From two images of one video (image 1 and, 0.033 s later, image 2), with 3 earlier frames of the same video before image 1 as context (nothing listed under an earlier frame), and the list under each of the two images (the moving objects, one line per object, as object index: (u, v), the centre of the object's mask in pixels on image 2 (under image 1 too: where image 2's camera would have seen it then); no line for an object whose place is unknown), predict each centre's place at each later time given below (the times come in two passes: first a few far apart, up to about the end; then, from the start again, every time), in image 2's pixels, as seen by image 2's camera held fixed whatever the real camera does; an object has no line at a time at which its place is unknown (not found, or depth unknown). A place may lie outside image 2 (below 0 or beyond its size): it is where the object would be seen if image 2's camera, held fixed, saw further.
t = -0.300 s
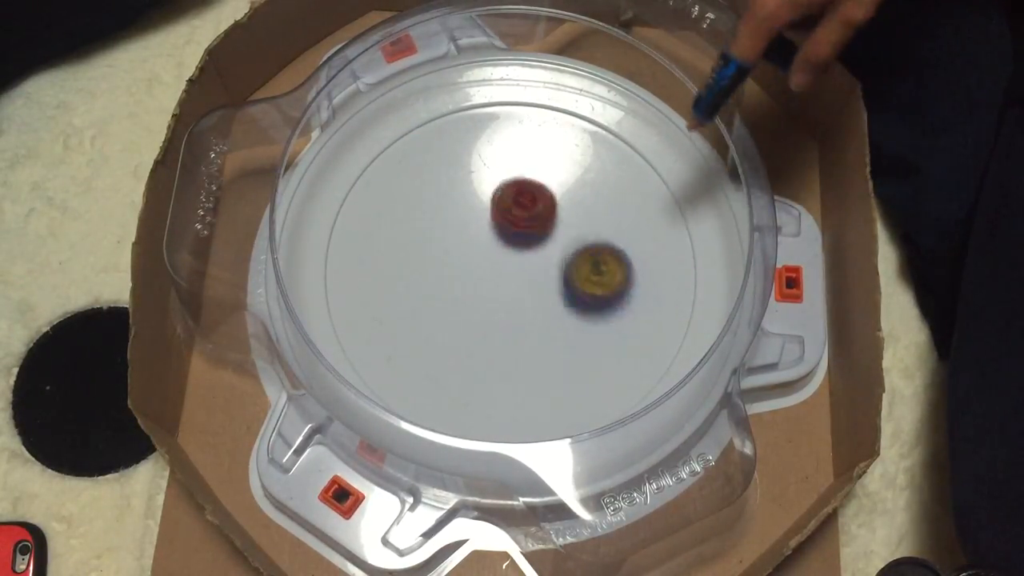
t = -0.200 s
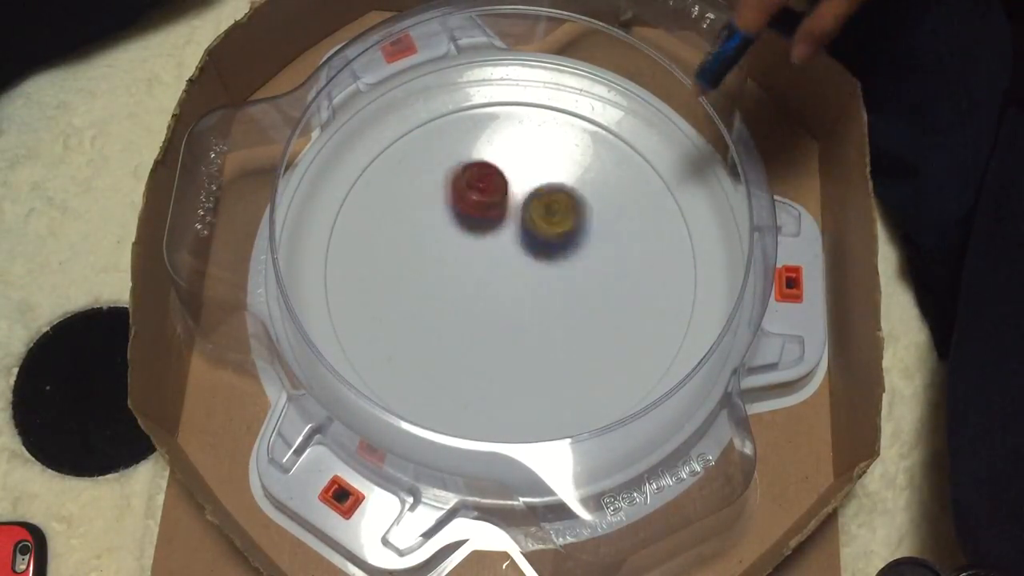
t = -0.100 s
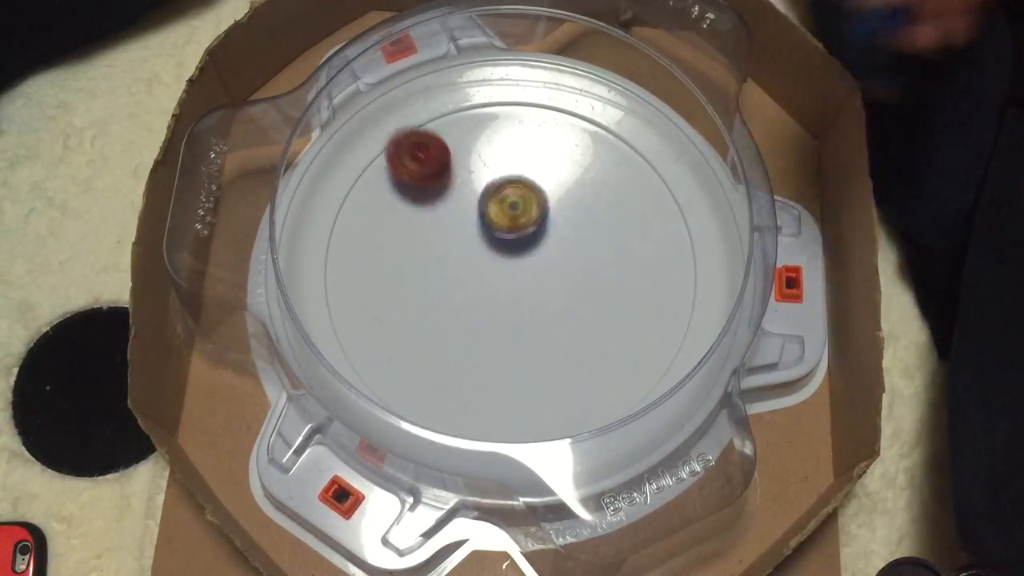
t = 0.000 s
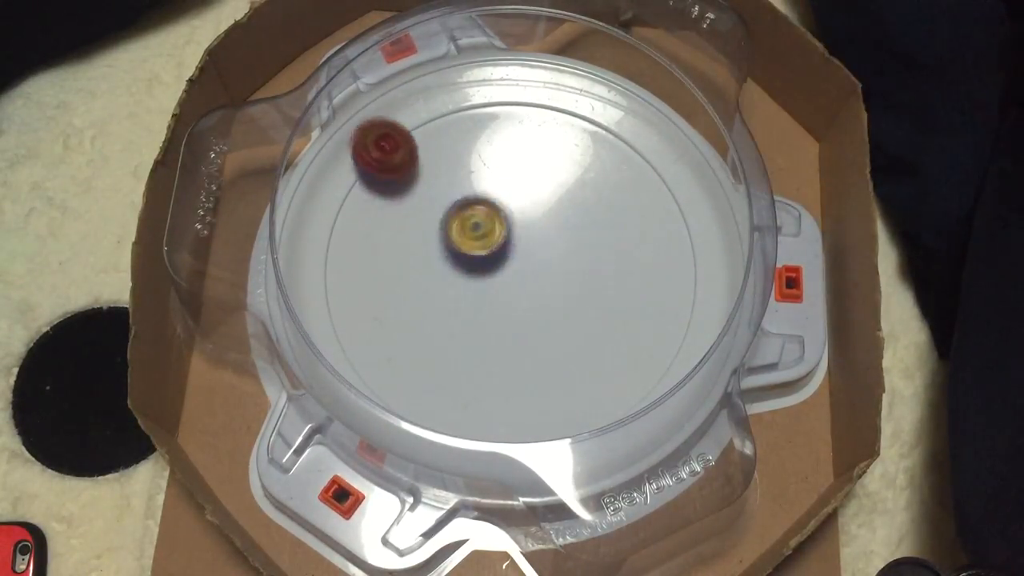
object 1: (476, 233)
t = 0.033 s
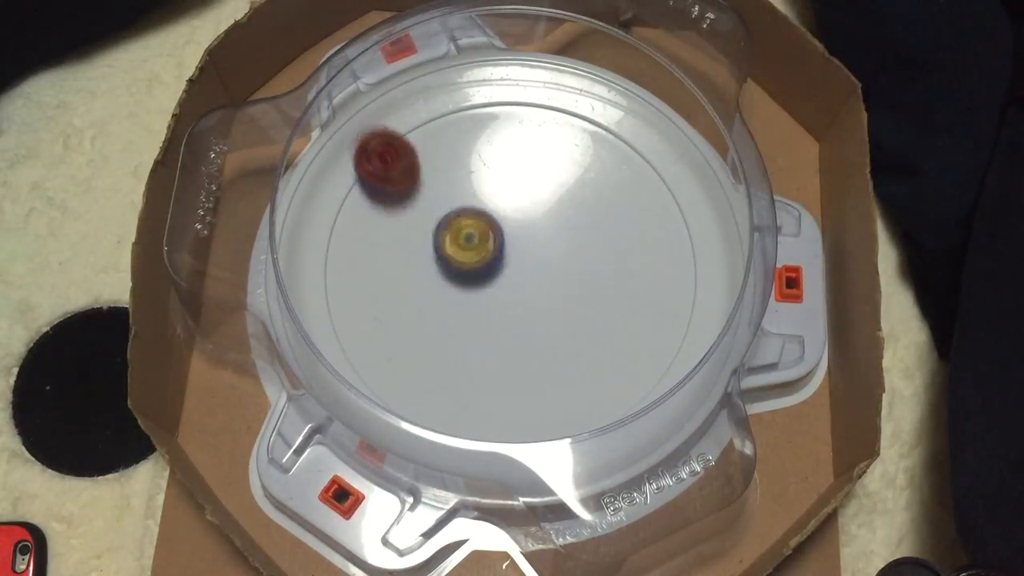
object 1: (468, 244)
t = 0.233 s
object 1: (512, 315)
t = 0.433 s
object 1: (597, 278)
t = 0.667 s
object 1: (669, 195)
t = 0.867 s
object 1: (580, 184)
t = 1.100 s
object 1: (598, 244)
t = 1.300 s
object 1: (631, 274)
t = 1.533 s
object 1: (581, 298)
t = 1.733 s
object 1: (512, 336)
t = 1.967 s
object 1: (468, 361)
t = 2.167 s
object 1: (463, 318)
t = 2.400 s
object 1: (427, 244)
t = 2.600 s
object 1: (407, 221)
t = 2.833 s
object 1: (469, 228)
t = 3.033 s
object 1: (545, 221)
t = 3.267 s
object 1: (606, 223)
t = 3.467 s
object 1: (612, 253)
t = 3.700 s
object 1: (573, 307)
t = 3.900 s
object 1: (513, 326)
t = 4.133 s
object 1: (448, 307)
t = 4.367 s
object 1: (424, 255)
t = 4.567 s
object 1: (444, 215)
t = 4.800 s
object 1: (503, 196)
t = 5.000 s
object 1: (545, 219)
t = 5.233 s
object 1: (560, 276)
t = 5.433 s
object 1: (534, 291)
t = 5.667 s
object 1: (506, 274)
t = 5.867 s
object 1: (509, 265)
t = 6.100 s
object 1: (495, 286)
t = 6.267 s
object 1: (489, 286)
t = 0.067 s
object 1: (466, 258)
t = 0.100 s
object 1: (468, 273)
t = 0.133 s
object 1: (474, 288)
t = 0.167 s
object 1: (484, 301)
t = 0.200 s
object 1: (497, 310)
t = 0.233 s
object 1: (512, 315)
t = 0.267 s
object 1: (529, 316)
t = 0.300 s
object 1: (546, 313)
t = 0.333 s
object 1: (559, 307)
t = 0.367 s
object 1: (575, 300)
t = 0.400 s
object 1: (588, 291)
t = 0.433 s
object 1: (597, 278)
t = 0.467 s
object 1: (610, 266)
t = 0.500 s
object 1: (632, 255)
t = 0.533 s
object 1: (648, 243)
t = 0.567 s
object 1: (658, 233)
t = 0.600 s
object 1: (665, 219)
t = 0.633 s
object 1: (669, 206)
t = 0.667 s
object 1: (669, 195)
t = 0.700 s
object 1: (661, 185)
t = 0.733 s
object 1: (648, 177)
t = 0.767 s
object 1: (634, 172)
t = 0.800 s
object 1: (616, 172)
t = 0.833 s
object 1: (598, 178)
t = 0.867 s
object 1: (580, 184)
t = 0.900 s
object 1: (562, 197)
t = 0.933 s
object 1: (544, 210)
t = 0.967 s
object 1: (542, 220)
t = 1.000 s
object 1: (559, 226)
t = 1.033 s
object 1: (576, 231)
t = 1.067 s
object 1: (588, 237)
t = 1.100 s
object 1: (598, 244)
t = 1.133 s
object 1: (608, 249)
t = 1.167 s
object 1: (616, 252)
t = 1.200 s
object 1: (621, 258)
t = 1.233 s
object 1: (626, 264)
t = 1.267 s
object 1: (629, 269)
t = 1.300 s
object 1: (631, 274)
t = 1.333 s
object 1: (631, 276)
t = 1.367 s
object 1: (629, 277)
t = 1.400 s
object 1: (622, 281)
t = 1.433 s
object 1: (614, 285)
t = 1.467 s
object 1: (605, 290)
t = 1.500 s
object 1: (594, 293)
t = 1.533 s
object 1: (581, 298)
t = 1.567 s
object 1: (568, 304)
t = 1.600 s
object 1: (556, 312)
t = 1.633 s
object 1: (544, 320)
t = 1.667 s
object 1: (534, 325)
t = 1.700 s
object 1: (523, 330)
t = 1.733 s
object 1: (512, 336)
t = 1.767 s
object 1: (502, 343)
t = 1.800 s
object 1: (494, 348)
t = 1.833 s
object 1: (487, 353)
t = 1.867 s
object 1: (479, 356)
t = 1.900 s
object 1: (472, 360)
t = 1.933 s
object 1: (468, 363)
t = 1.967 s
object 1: (468, 361)
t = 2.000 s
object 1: (468, 358)
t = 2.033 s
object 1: (467, 354)
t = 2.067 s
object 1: (467, 350)
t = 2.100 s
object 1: (468, 340)
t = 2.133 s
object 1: (467, 329)
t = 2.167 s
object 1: (463, 318)
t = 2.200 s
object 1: (462, 307)
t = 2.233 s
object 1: (461, 295)
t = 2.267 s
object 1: (456, 283)
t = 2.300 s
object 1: (450, 273)
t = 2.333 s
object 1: (442, 262)
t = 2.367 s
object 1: (436, 253)
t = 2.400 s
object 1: (427, 244)
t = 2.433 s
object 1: (422, 239)
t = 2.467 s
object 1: (417, 231)
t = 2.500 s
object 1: (411, 226)
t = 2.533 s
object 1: (407, 223)
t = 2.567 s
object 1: (407, 221)
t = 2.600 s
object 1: (407, 221)
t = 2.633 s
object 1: (409, 220)
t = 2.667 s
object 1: (415, 223)
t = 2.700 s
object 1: (421, 225)
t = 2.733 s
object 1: (431, 228)
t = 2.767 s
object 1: (444, 229)
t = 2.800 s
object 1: (456, 228)
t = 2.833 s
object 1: (469, 228)
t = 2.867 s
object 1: (483, 228)
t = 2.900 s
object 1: (495, 229)
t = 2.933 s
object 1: (510, 228)
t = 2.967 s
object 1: (524, 225)
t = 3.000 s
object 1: (534, 223)
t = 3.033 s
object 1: (545, 221)
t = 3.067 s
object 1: (556, 219)
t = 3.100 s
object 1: (565, 219)
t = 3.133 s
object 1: (575, 220)
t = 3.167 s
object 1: (583, 218)
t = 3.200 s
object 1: (591, 221)
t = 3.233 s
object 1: (601, 222)
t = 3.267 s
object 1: (606, 223)
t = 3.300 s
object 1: (612, 228)
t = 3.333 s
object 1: (616, 230)
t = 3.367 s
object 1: (616, 234)
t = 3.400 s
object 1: (616, 239)
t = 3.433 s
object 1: (614, 243)
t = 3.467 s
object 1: (612, 253)
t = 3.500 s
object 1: (611, 260)
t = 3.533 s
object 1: (606, 269)
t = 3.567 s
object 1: (603, 276)
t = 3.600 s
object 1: (595, 285)
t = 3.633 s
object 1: (590, 293)
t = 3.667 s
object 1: (581, 299)
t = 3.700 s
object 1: (573, 307)
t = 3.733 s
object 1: (565, 310)
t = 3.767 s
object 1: (554, 317)
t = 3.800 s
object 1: (546, 319)
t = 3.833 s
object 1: (534, 324)
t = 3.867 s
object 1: (525, 325)
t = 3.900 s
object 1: (513, 326)
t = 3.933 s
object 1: (504, 327)
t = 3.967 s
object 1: (493, 326)
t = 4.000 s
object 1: (483, 325)
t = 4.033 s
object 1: (474, 320)
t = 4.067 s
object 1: (464, 318)
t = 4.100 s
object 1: (458, 311)
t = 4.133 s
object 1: (448, 307)
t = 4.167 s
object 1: (443, 300)
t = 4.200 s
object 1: (435, 293)
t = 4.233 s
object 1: (433, 286)
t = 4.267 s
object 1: (427, 277)
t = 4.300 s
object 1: (425, 272)
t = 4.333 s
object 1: (423, 262)
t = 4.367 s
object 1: (424, 255)
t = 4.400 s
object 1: (424, 246)
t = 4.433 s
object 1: (426, 241)
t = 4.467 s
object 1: (429, 232)
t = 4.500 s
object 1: (433, 227)
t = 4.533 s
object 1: (438, 219)
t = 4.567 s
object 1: (444, 215)
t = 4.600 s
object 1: (451, 209)
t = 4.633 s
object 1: (457, 205)
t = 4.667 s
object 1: (466, 203)
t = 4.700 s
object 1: (473, 199)
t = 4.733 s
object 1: (483, 199)
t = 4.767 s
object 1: (492, 199)
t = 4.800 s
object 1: (503, 196)
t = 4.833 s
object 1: (513, 199)
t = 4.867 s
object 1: (520, 199)
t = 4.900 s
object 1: (527, 204)
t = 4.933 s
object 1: (534, 206)
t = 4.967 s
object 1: (541, 215)
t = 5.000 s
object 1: (545, 219)
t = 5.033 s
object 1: (549, 228)
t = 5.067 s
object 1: (550, 234)
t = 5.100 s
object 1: (553, 244)
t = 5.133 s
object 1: (556, 253)
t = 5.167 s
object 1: (564, 261)
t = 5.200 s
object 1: (562, 273)
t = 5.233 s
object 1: (560, 276)
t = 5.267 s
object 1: (558, 281)
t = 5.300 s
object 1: (556, 282)
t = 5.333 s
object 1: (554, 286)
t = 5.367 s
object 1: (546, 289)
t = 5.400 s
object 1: (540, 290)
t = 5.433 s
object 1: (534, 291)
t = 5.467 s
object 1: (533, 292)
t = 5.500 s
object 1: (530, 295)
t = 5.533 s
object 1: (520, 293)
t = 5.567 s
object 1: (513, 286)
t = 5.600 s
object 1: (508, 282)
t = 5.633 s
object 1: (505, 278)
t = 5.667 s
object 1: (506, 274)
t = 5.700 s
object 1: (505, 274)
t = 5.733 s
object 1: (503, 269)
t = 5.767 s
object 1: (504, 266)
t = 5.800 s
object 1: (504, 266)
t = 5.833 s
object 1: (506, 264)
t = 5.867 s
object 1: (509, 265)
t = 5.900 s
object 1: (508, 271)
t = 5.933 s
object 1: (505, 273)
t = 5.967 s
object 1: (504, 275)
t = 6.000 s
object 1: (504, 279)
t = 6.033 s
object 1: (501, 284)
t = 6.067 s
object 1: (496, 285)
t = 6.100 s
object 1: (495, 286)
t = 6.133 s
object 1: (494, 289)
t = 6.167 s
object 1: (492, 291)
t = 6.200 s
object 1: (491, 287)
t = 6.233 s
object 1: (490, 288)
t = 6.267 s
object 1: (489, 286)
